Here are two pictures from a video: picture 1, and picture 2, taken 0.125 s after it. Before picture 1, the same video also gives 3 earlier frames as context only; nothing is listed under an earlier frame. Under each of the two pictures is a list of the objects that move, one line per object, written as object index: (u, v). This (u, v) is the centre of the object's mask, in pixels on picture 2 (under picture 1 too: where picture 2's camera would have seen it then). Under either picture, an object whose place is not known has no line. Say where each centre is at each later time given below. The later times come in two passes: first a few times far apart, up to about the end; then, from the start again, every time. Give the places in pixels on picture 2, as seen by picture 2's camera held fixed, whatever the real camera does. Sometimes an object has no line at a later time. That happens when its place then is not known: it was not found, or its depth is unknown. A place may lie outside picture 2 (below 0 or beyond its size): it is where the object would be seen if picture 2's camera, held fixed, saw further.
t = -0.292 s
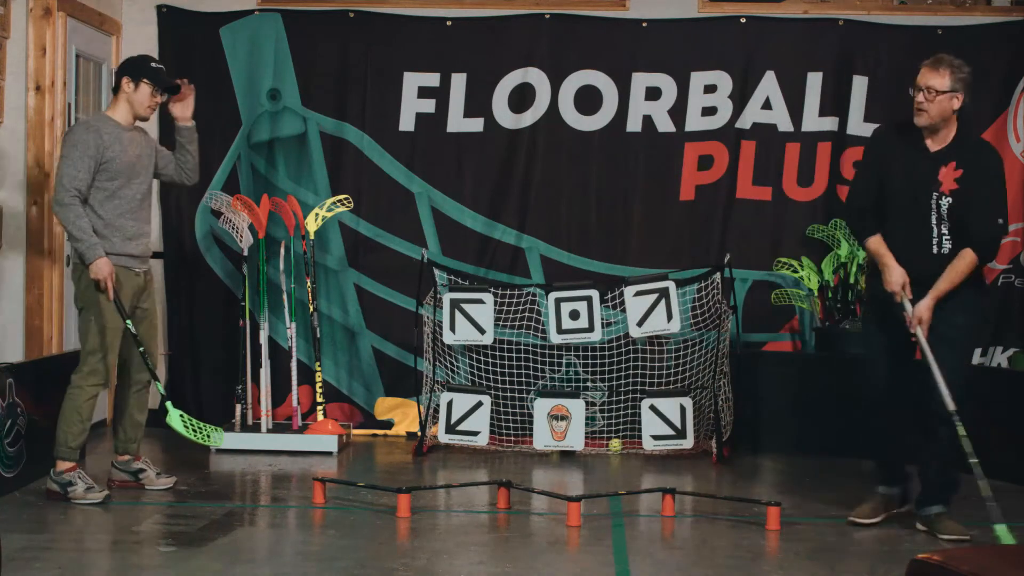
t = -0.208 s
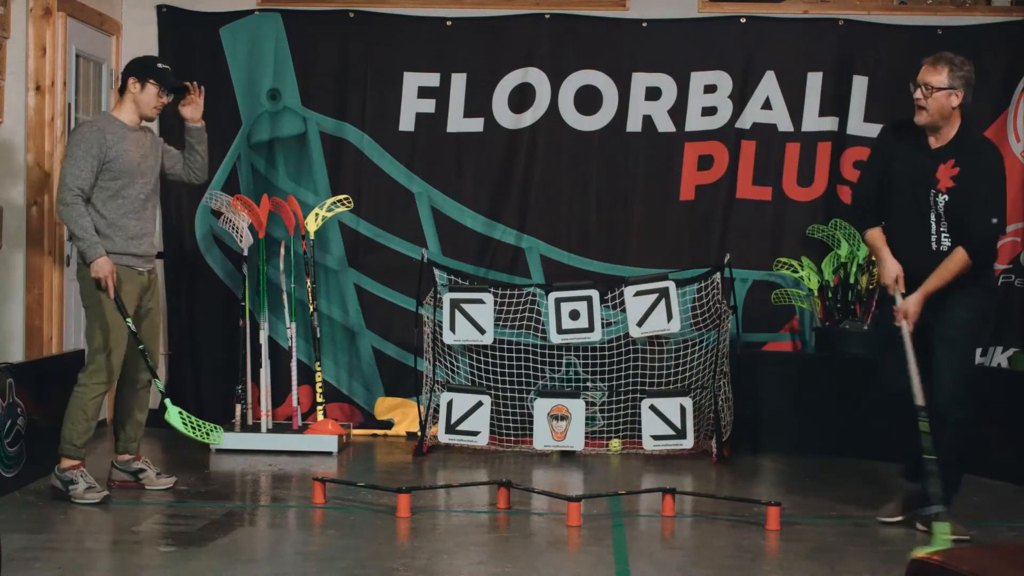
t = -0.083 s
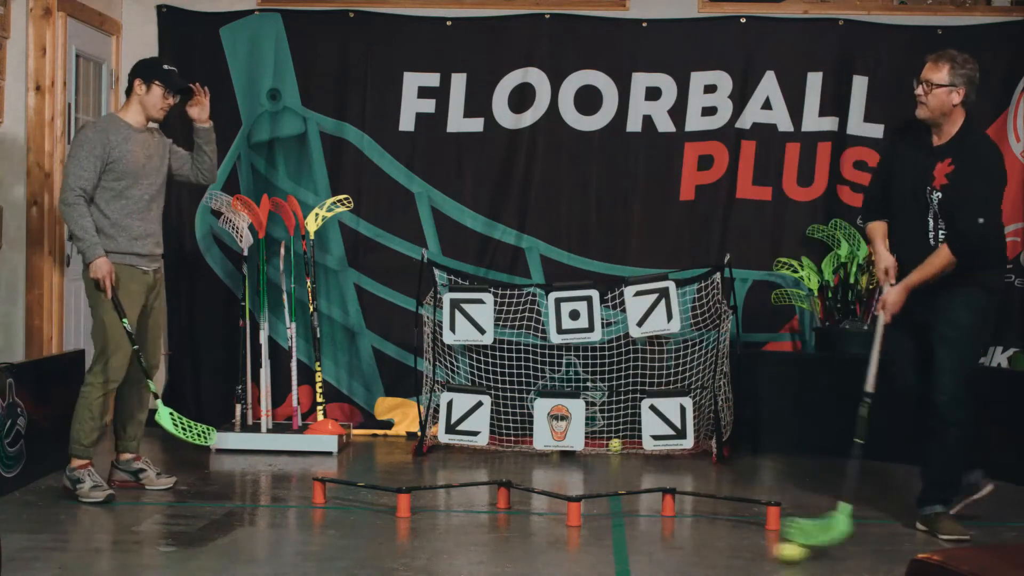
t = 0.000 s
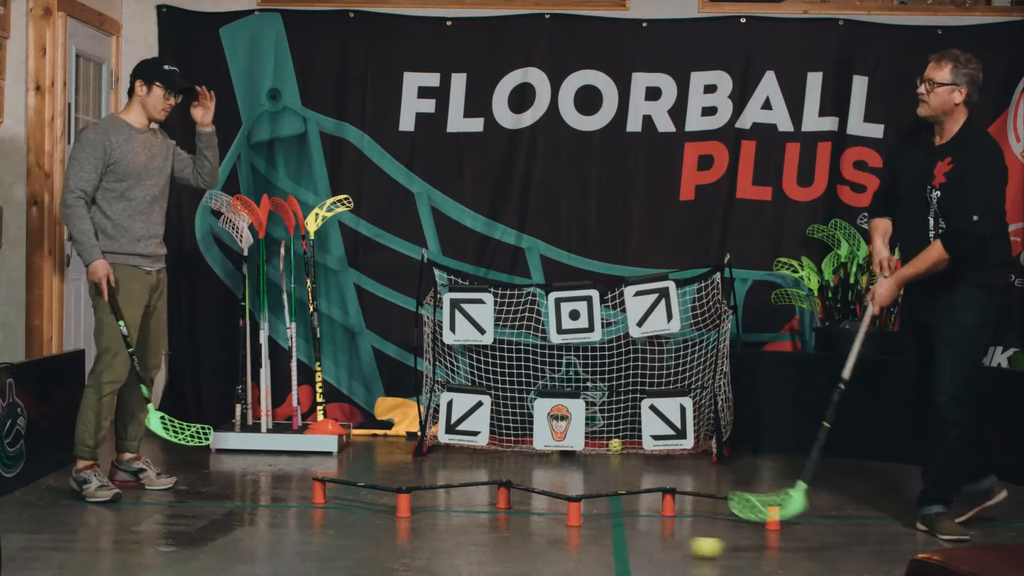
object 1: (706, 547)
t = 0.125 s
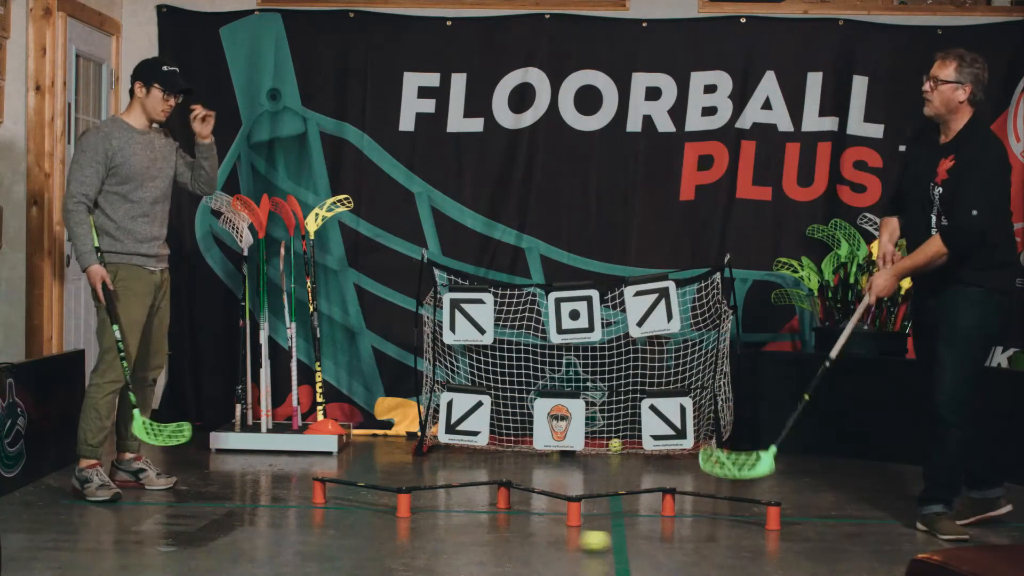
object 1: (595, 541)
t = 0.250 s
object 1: (501, 536)
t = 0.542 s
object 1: (320, 525)
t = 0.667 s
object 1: (249, 522)
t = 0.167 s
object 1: (562, 540)
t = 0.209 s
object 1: (529, 538)
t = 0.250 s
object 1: (501, 536)
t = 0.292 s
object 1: (473, 535)
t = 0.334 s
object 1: (446, 534)
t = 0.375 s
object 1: (420, 532)
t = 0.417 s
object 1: (395, 529)
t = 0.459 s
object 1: (370, 528)
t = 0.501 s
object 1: (345, 527)
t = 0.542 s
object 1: (320, 525)
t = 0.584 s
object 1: (296, 524)
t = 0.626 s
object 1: (272, 523)
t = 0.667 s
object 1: (249, 522)
